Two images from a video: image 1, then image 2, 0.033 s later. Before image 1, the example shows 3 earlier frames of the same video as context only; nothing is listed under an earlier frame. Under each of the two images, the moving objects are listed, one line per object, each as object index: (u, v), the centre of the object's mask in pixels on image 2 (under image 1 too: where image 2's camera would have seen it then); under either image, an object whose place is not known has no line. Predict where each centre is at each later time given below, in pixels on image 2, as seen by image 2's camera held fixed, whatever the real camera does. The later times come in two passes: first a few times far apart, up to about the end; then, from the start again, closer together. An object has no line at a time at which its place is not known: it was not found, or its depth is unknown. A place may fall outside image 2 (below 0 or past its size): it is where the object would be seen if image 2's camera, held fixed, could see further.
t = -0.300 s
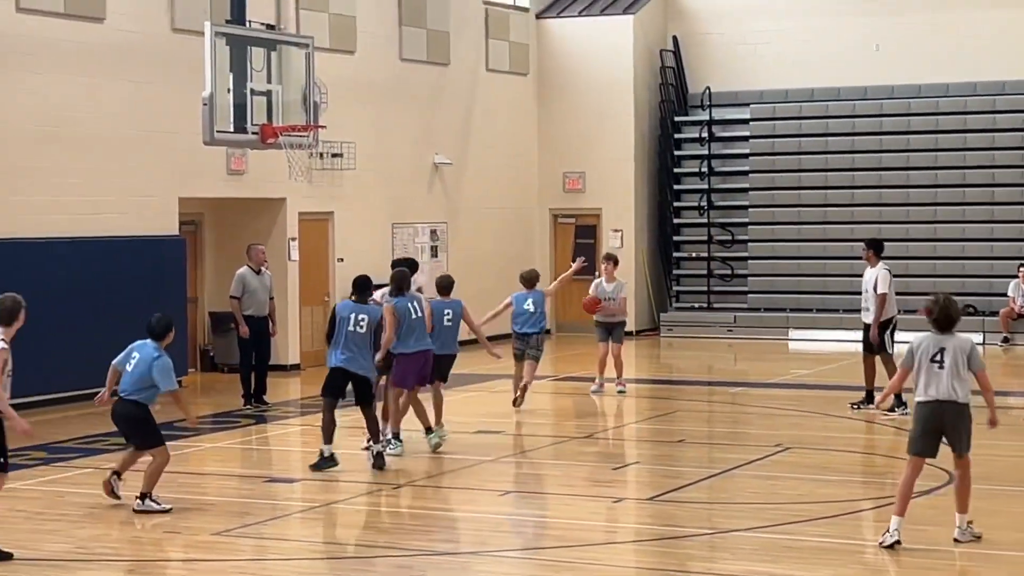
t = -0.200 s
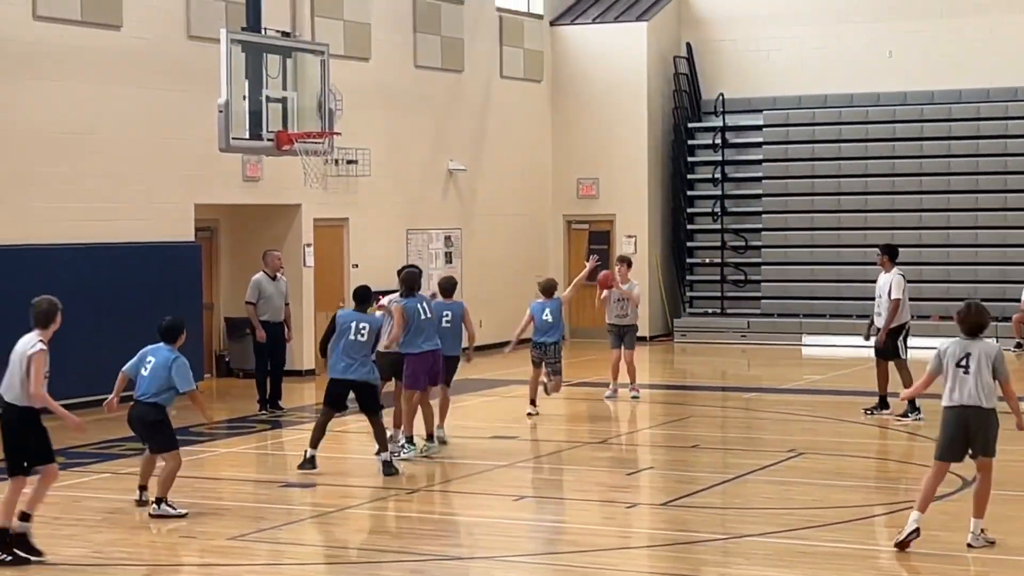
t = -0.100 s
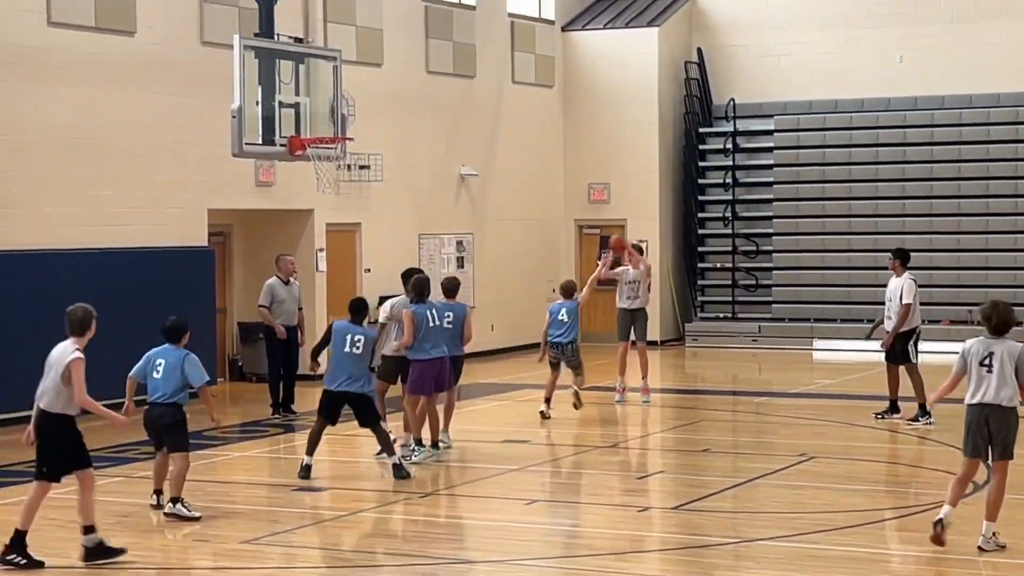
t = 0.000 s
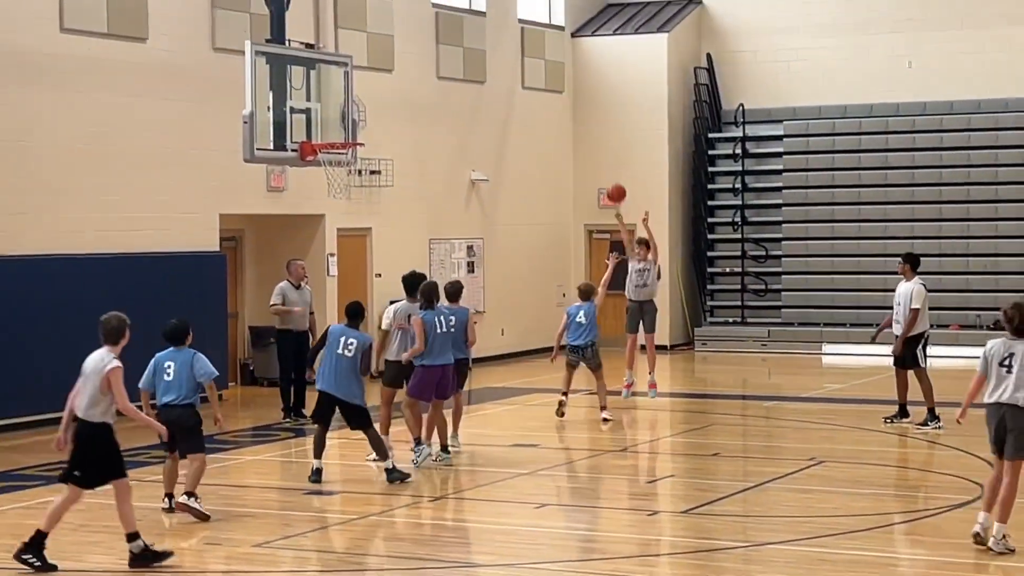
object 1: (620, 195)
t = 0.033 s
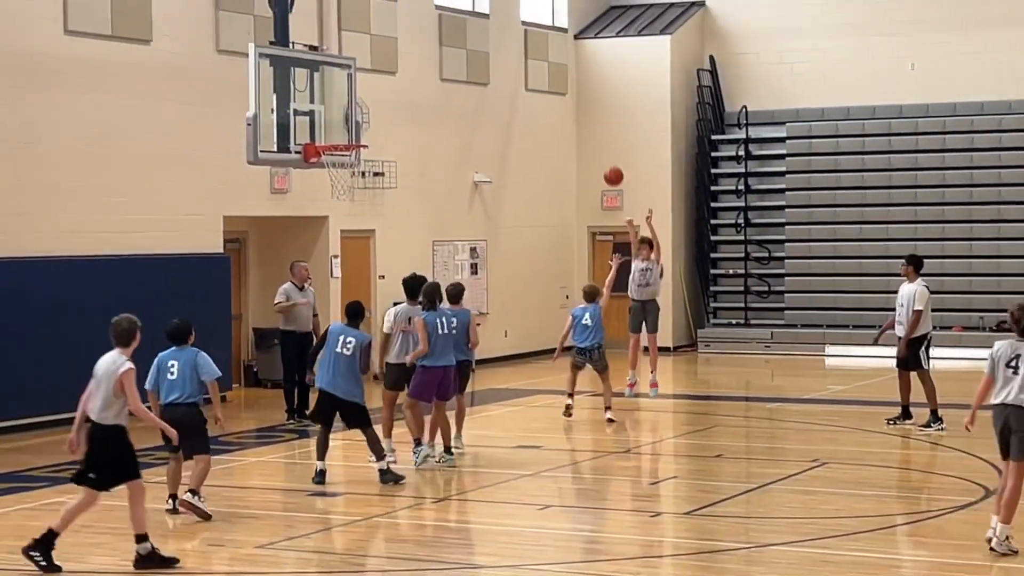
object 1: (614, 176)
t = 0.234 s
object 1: (578, 79)
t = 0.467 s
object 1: (533, 4)
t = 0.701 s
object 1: (488, -26)
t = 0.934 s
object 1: (438, -12)
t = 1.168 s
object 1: (388, 59)
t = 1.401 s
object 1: (338, 177)
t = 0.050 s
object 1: (611, 167)
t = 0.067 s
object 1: (608, 158)
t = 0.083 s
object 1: (605, 150)
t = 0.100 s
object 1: (602, 141)
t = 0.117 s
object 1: (599, 132)
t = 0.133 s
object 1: (596, 125)
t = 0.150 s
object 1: (593, 117)
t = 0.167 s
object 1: (590, 109)
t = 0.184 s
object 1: (587, 101)
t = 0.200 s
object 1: (584, 94)
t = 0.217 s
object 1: (581, 87)
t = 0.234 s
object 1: (578, 79)
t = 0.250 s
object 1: (575, 73)
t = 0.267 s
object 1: (572, 66)
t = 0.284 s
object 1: (569, 60)
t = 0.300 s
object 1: (566, 54)
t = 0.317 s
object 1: (562, 48)
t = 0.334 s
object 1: (559, 42)
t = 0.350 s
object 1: (556, 36)
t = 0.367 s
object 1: (553, 32)
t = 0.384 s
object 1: (550, 26)
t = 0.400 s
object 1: (547, 22)
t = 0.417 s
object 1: (544, 17)
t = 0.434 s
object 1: (540, 13)
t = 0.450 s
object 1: (537, 8)
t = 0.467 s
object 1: (533, 4)
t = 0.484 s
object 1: (530, 0)
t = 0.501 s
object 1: (527, -4)
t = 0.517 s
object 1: (524, -7)
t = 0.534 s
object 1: (520, -10)
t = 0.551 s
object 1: (517, -13)
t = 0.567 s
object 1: (514, -16)
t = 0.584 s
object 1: (511, -18)
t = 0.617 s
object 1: (505, -22)
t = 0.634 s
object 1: (501, -23)
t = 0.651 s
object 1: (498, -24)
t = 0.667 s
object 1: (495, -25)
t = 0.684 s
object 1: (491, -25)
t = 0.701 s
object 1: (488, -26)
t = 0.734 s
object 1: (481, -27)
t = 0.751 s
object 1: (478, -27)
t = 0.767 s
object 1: (474, -27)
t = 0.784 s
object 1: (471, -26)
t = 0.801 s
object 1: (468, -26)
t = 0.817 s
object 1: (464, -26)
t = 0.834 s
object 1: (460, -25)
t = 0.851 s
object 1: (457, -23)
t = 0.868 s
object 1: (453, -21)
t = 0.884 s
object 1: (450, -19)
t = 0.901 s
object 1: (446, -16)
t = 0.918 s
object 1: (442, -15)
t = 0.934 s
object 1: (438, -12)
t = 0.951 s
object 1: (434, -8)
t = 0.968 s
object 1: (431, -5)
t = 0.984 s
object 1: (427, -2)
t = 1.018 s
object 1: (421, 7)
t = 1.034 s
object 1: (417, 12)
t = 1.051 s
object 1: (414, 17)
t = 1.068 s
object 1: (410, 21)
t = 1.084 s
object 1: (406, 27)
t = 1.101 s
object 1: (403, 33)
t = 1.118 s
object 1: (399, 39)
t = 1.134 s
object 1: (395, 45)
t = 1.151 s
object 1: (392, 51)
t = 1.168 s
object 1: (388, 59)
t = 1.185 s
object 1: (384, 65)
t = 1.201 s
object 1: (381, 73)
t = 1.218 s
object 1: (376, 81)
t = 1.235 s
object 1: (373, 90)
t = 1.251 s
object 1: (369, 98)
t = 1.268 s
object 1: (366, 106)
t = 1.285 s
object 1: (362, 115)
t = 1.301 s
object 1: (358, 125)
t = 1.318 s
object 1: (354, 133)
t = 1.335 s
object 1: (351, 143)
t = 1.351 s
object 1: (348, 157)
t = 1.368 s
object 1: (344, 166)
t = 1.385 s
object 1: (341, 174)
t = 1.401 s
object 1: (338, 177)
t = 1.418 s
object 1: (335, 182)
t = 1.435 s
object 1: (333, 185)
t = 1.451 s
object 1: (330, 190)
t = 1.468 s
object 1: (328, 195)
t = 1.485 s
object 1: (325, 200)
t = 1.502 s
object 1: (323, 205)
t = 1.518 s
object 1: (321, 211)
